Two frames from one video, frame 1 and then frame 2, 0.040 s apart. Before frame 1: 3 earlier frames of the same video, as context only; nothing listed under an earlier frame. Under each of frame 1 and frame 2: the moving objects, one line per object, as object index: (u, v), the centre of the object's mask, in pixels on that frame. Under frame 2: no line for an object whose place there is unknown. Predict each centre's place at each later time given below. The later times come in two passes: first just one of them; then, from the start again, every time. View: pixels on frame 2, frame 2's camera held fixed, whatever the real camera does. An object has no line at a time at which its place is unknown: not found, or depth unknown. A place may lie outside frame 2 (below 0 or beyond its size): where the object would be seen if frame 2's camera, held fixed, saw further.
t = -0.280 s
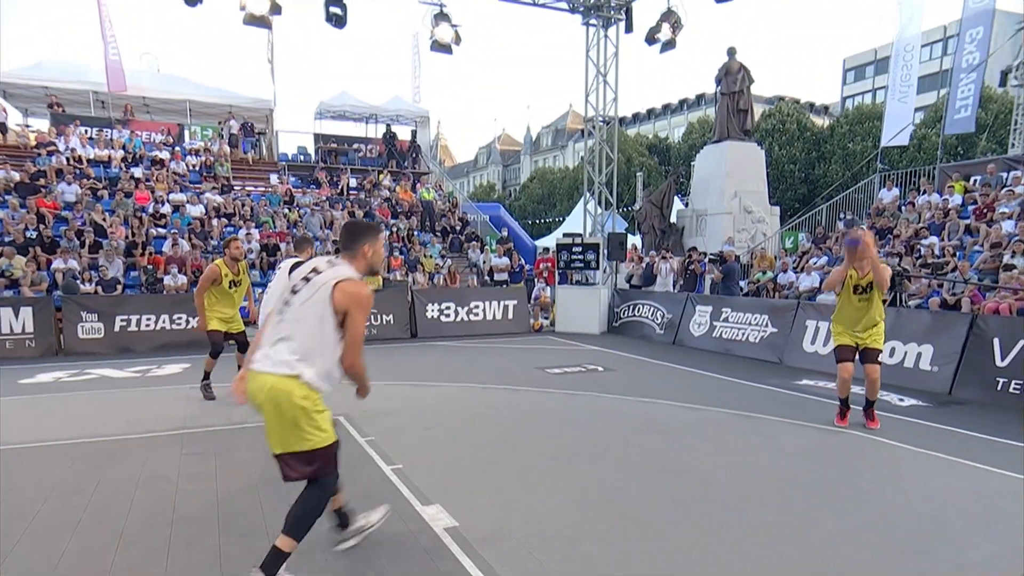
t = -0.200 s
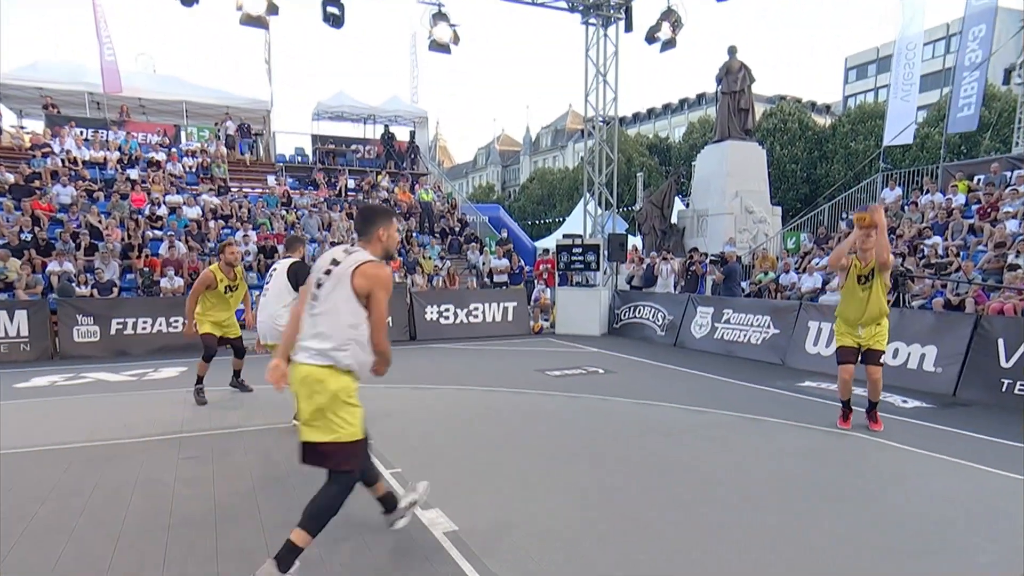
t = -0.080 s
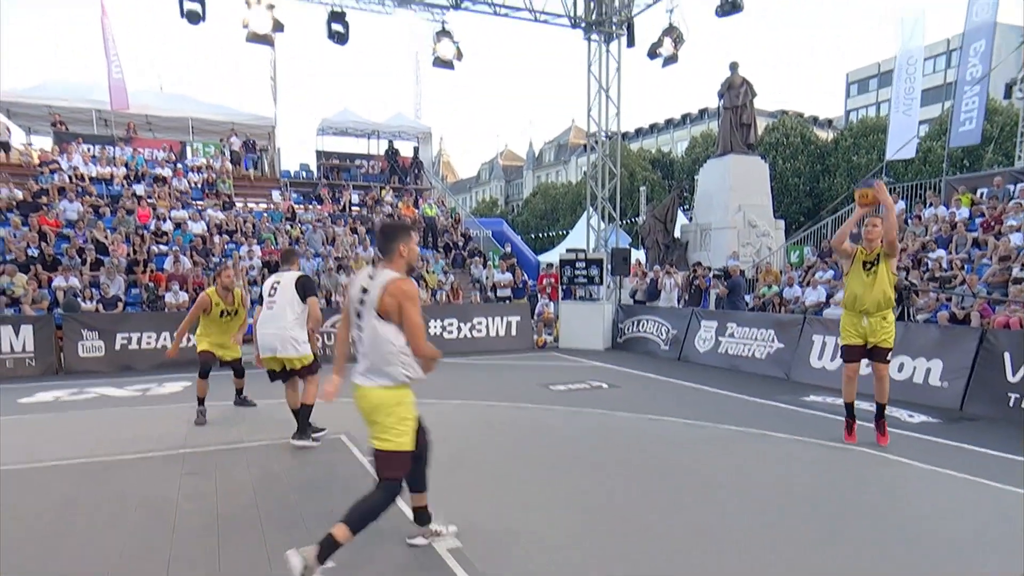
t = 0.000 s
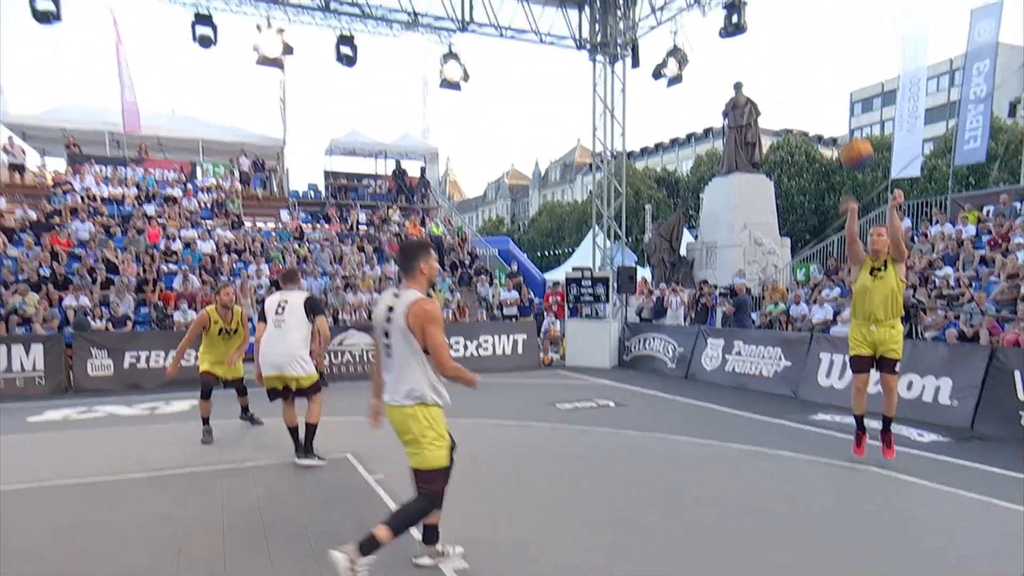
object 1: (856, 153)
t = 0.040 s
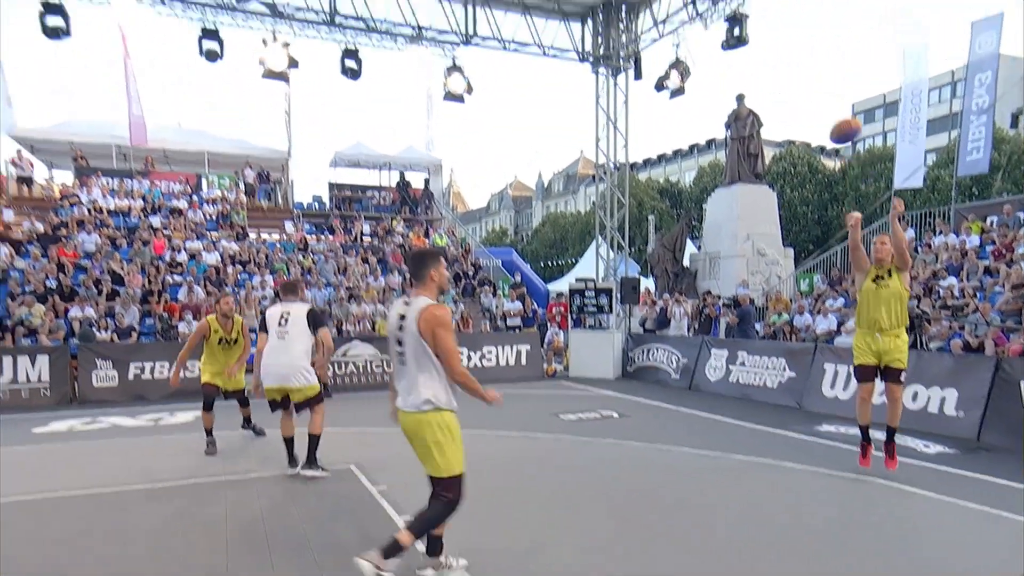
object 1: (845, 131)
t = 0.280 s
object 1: (748, -53)
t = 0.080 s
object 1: (831, 99)
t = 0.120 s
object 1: (816, 68)
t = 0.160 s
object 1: (801, 37)
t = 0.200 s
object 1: (784, 7)
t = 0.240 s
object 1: (767, -23)
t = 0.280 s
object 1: (748, -53)
